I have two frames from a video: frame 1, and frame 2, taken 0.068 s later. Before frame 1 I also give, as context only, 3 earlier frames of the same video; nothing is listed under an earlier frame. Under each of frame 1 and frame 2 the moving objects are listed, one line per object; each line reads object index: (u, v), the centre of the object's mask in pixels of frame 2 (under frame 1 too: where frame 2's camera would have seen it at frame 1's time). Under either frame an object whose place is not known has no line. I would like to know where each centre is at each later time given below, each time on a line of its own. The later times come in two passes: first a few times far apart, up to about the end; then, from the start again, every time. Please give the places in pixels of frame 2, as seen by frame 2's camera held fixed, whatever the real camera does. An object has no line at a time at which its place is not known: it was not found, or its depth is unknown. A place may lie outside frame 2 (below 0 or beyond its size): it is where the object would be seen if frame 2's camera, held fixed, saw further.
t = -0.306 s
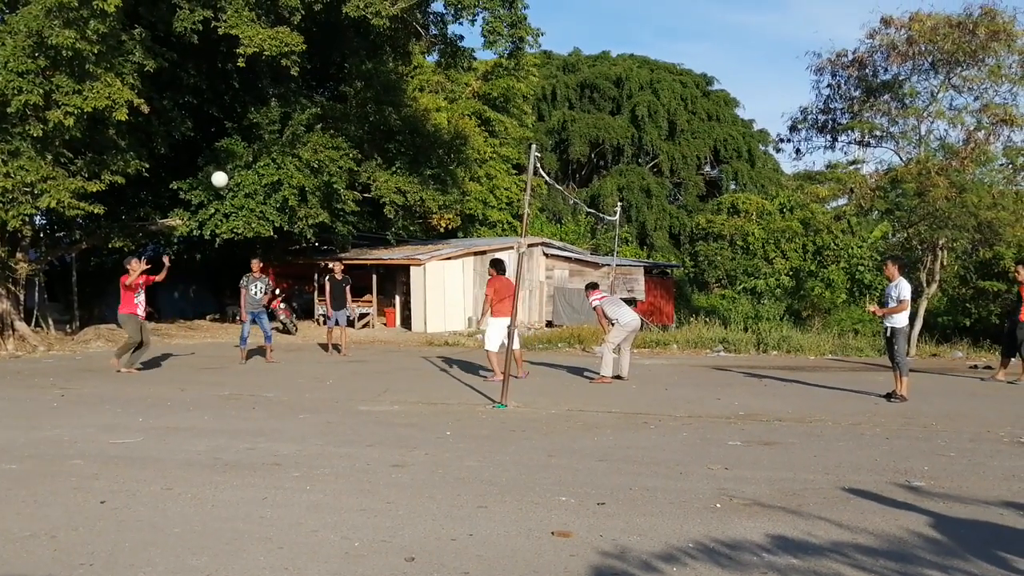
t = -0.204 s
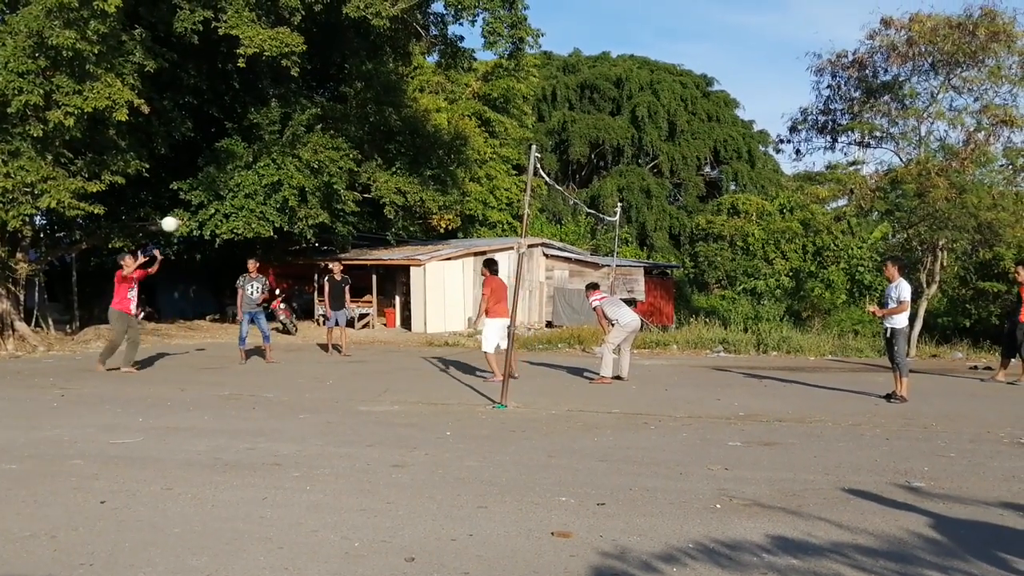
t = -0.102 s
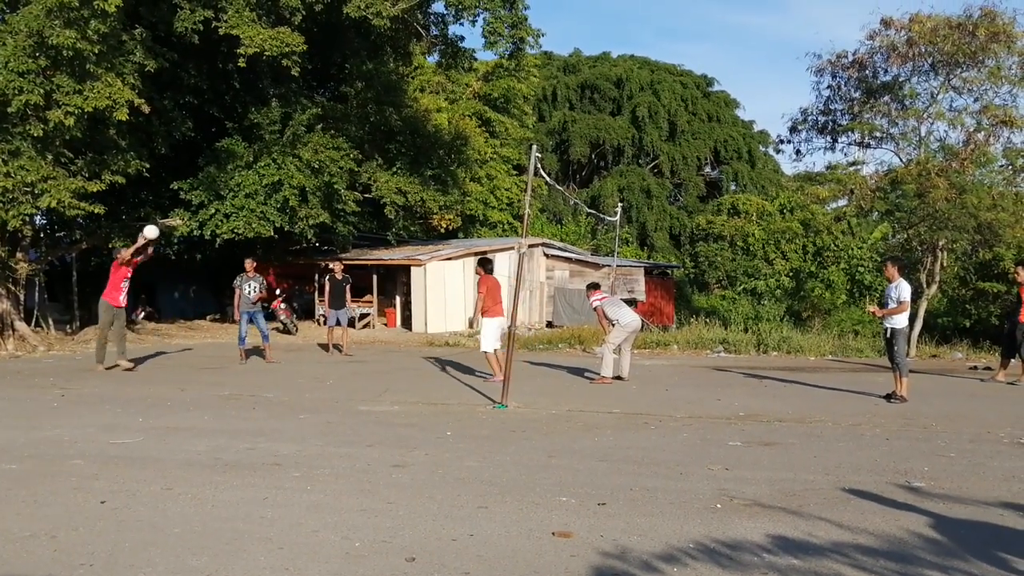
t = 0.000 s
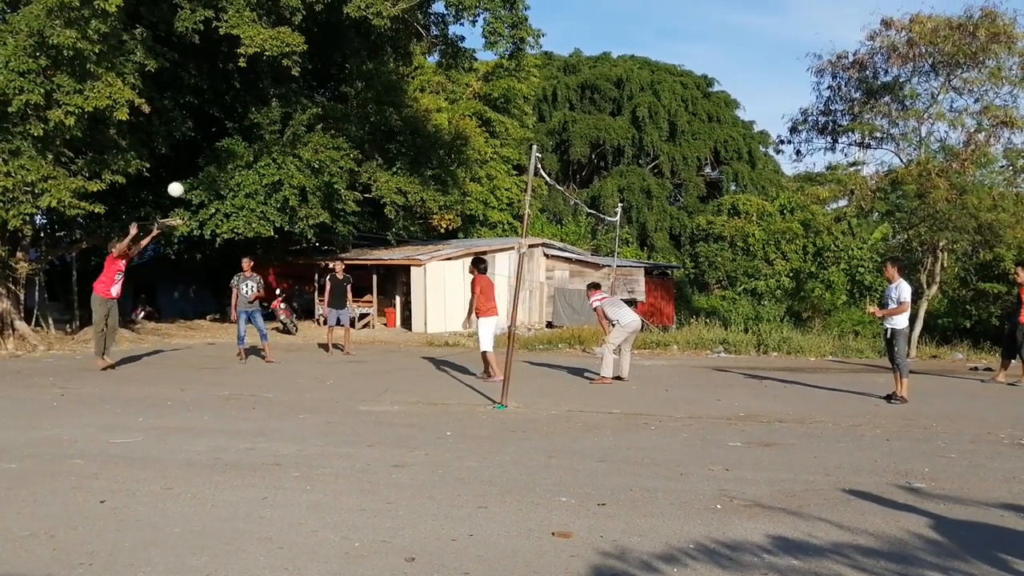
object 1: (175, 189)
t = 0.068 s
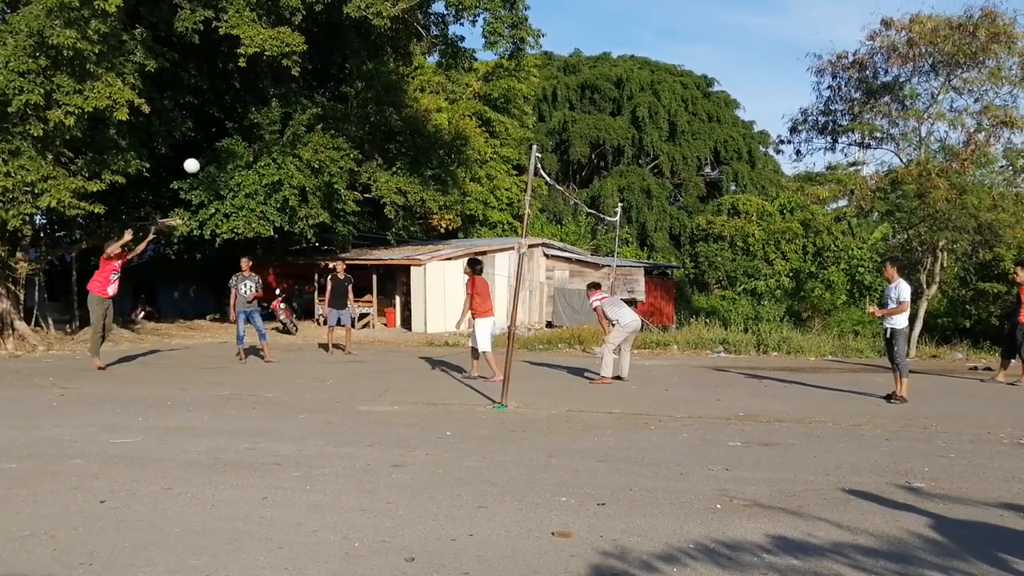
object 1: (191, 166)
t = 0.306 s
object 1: (246, 109)
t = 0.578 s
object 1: (306, 94)
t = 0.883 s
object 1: (370, 139)
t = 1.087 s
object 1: (411, 203)
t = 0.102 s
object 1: (199, 155)
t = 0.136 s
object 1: (207, 145)
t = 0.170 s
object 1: (215, 136)
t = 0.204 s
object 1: (223, 128)
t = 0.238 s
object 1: (231, 121)
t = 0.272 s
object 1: (239, 115)
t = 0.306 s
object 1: (246, 109)
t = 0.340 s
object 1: (254, 105)
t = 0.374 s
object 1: (261, 101)
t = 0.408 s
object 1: (269, 98)
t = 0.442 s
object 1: (276, 95)
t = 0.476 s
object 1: (284, 94)
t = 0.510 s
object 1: (291, 93)
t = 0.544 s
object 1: (299, 93)
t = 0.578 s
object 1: (306, 94)
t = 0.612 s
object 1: (313, 96)
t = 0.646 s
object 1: (320, 99)
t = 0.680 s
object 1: (328, 102)
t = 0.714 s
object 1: (334, 106)
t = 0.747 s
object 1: (342, 111)
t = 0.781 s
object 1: (349, 117)
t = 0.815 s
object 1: (356, 123)
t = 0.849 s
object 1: (363, 130)
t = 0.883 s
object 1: (370, 139)
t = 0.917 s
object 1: (377, 148)
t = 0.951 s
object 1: (384, 157)
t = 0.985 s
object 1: (391, 167)
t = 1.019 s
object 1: (398, 178)
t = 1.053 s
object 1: (404, 190)
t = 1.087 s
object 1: (411, 203)
